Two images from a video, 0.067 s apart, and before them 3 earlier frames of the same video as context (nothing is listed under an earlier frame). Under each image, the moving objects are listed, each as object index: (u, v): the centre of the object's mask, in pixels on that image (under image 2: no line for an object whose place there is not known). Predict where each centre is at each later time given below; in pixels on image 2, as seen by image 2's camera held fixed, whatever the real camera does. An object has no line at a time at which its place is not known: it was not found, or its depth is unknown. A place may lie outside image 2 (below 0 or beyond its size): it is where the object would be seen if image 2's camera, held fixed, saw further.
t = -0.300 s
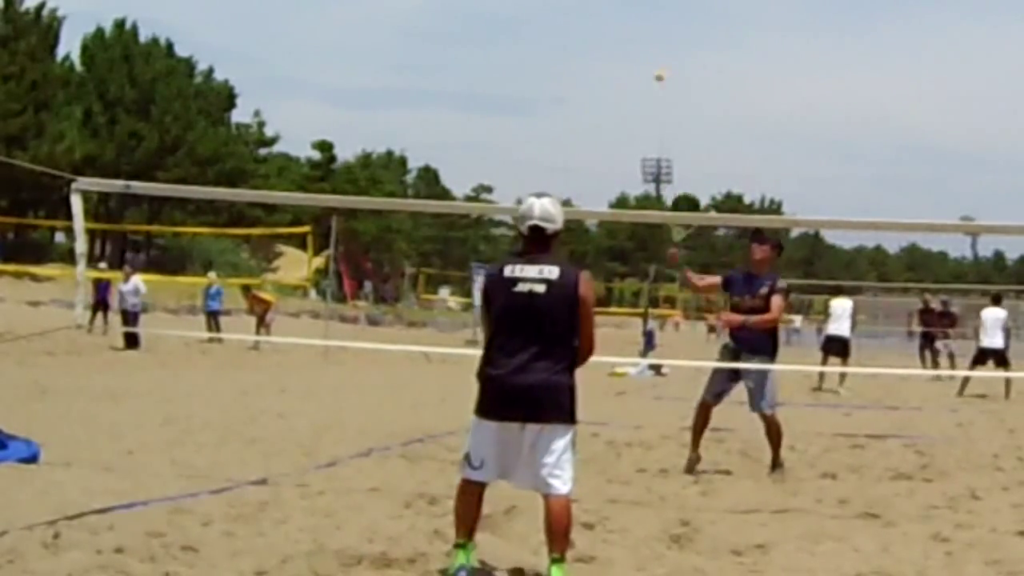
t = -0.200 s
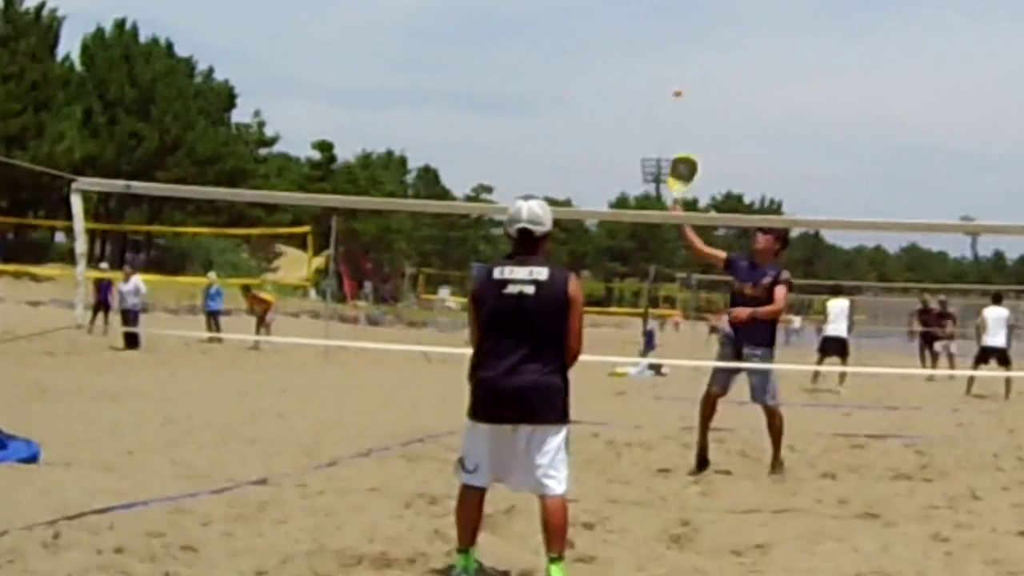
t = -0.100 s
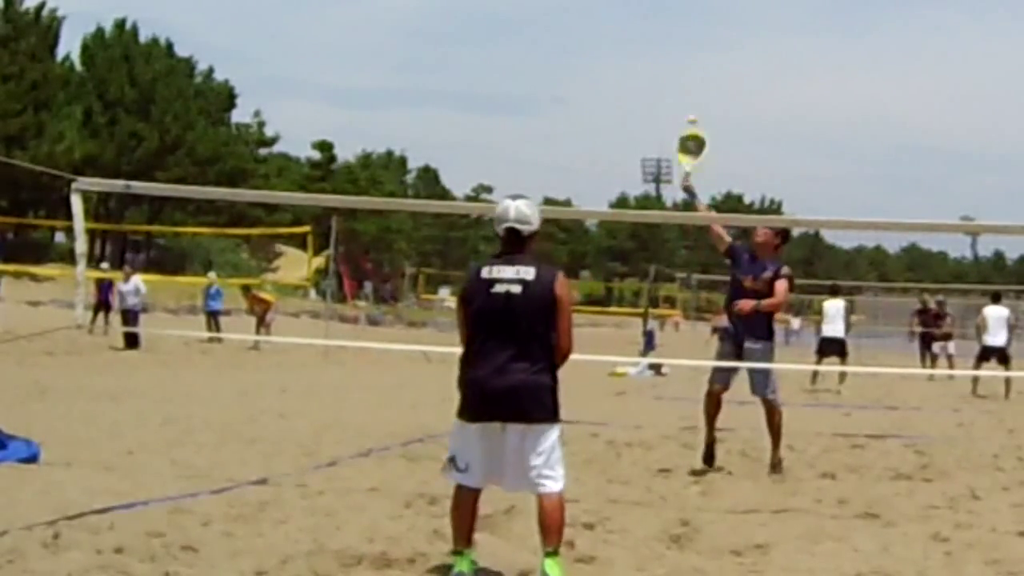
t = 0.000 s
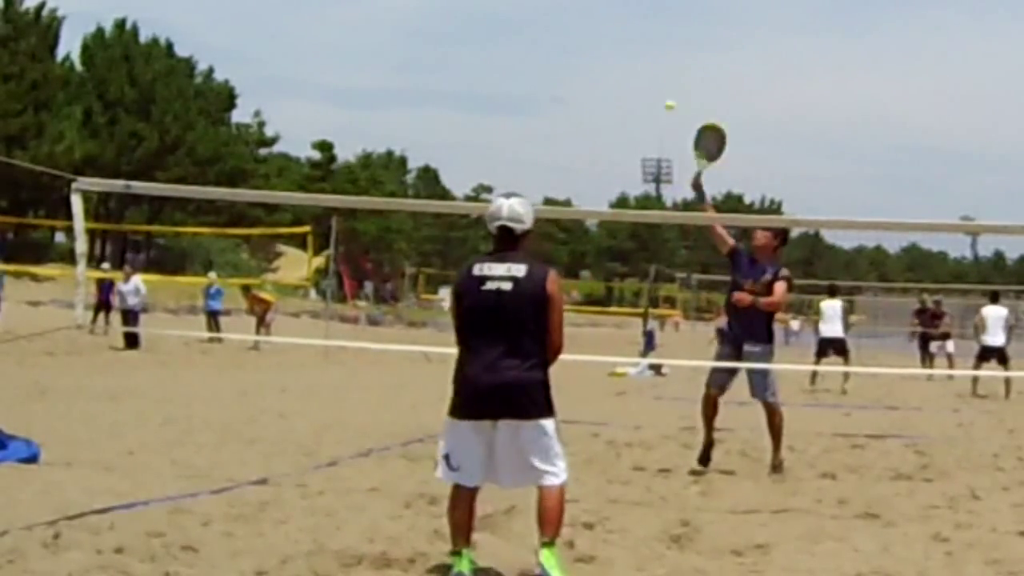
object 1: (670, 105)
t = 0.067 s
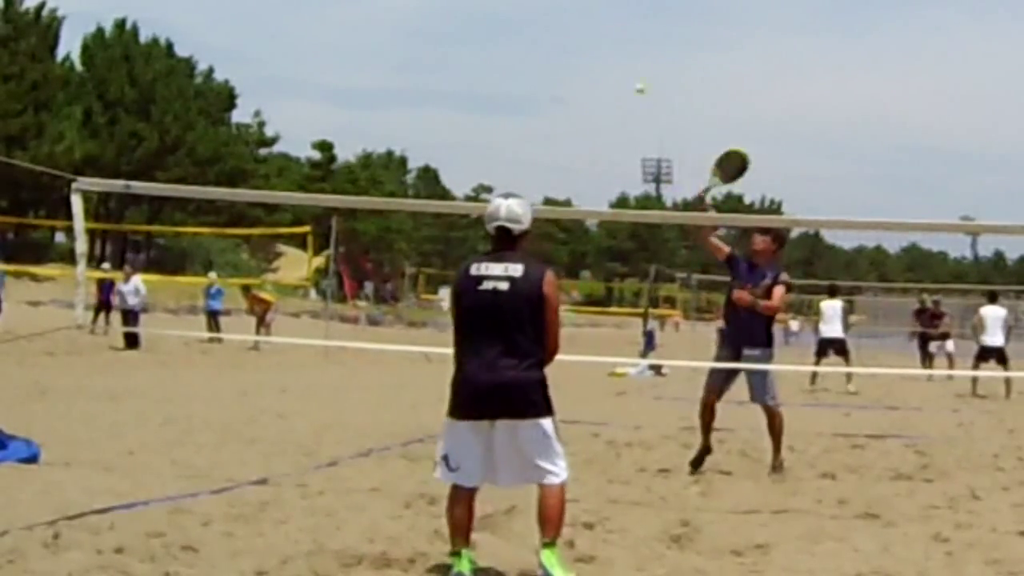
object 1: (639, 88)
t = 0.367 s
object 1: (471, 109)
